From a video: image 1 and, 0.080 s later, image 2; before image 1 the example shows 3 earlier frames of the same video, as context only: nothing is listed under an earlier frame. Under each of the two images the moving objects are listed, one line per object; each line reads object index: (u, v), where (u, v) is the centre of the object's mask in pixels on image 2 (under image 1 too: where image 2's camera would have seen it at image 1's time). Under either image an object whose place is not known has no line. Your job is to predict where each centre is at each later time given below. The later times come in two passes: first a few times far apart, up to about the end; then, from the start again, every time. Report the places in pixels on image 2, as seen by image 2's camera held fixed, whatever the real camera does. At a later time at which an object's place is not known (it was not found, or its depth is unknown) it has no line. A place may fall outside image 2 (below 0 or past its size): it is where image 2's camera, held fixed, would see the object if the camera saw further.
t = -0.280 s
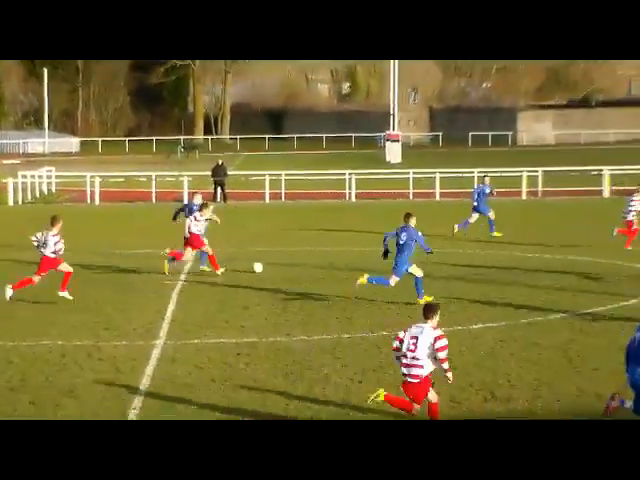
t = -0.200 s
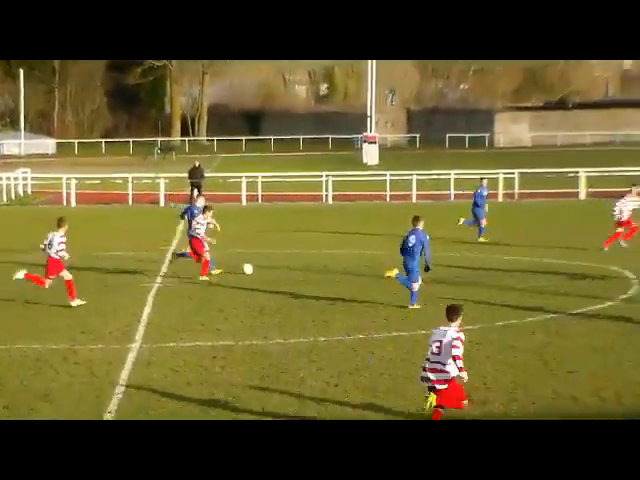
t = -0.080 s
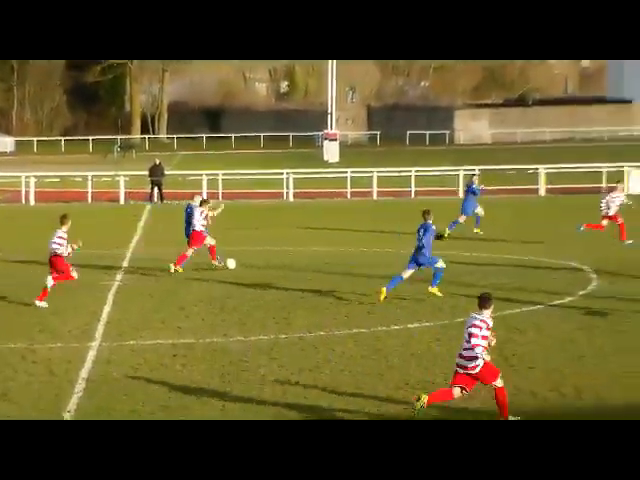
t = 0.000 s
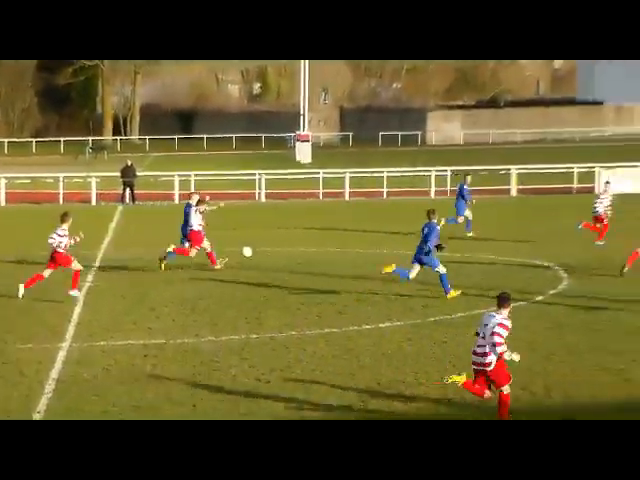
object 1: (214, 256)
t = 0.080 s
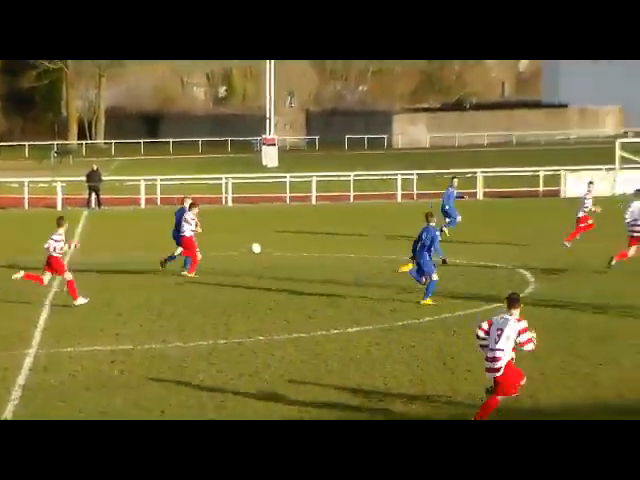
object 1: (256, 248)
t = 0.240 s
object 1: (331, 242)
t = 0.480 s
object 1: (420, 244)
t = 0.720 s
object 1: (483, 239)
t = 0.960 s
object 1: (533, 230)
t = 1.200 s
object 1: (575, 229)
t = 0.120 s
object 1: (275, 245)
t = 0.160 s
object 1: (294, 243)
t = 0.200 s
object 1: (313, 242)
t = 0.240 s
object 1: (331, 242)
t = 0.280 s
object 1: (348, 243)
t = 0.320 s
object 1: (364, 244)
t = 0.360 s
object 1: (380, 247)
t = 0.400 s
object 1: (396, 250)
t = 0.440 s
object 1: (408, 248)
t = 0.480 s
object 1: (420, 244)
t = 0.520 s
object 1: (431, 241)
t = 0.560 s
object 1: (441, 240)
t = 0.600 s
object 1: (452, 238)
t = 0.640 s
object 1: (462, 238)
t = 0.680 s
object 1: (472, 238)
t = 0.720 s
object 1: (483, 239)
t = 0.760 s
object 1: (492, 241)
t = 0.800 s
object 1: (501, 239)
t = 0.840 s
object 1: (509, 236)
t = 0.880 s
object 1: (517, 234)
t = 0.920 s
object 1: (524, 231)
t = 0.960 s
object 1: (533, 230)
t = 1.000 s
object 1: (539, 230)
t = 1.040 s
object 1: (547, 230)
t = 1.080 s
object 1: (555, 230)
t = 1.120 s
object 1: (562, 232)
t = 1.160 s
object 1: (569, 232)
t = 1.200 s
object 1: (575, 229)
